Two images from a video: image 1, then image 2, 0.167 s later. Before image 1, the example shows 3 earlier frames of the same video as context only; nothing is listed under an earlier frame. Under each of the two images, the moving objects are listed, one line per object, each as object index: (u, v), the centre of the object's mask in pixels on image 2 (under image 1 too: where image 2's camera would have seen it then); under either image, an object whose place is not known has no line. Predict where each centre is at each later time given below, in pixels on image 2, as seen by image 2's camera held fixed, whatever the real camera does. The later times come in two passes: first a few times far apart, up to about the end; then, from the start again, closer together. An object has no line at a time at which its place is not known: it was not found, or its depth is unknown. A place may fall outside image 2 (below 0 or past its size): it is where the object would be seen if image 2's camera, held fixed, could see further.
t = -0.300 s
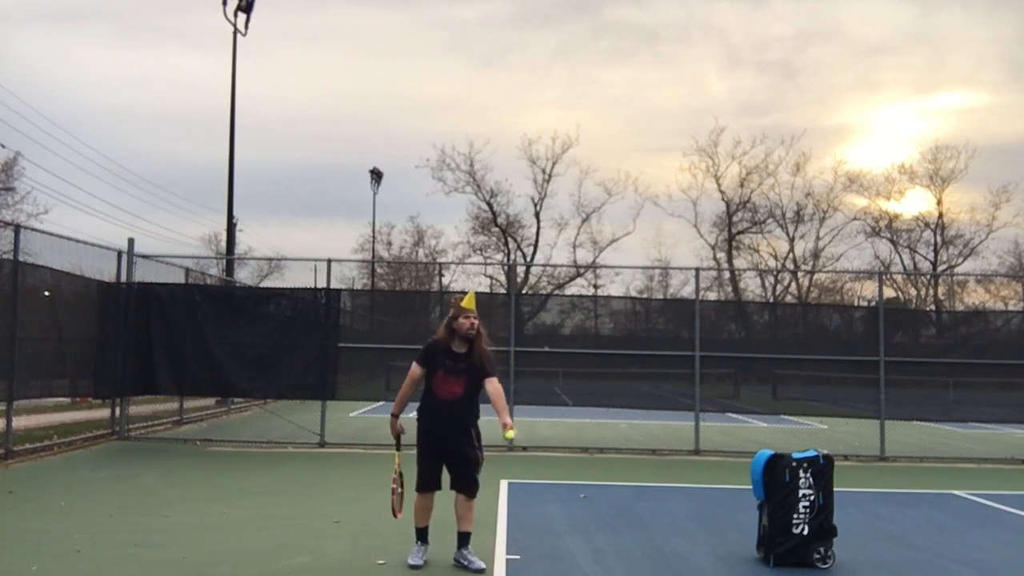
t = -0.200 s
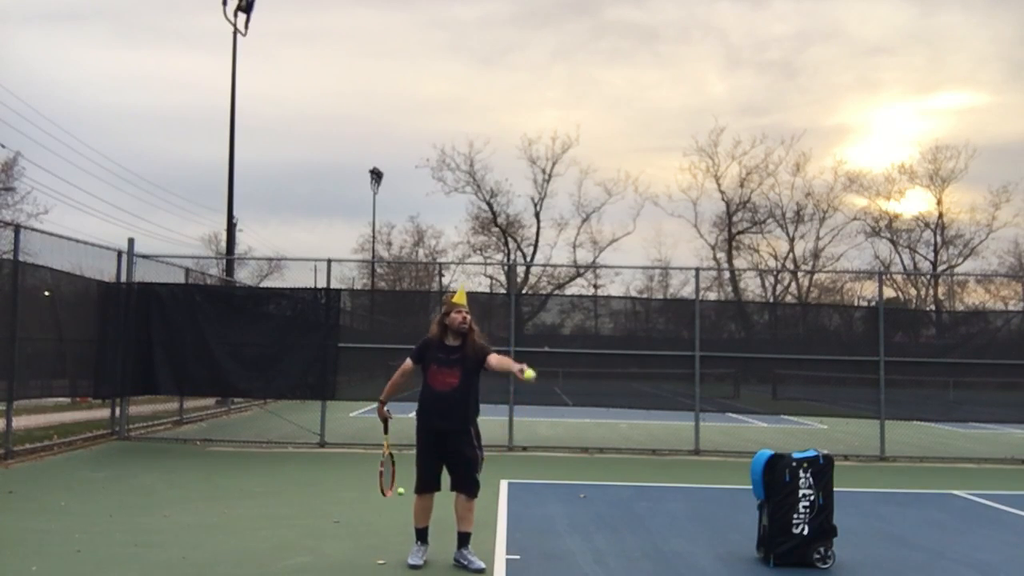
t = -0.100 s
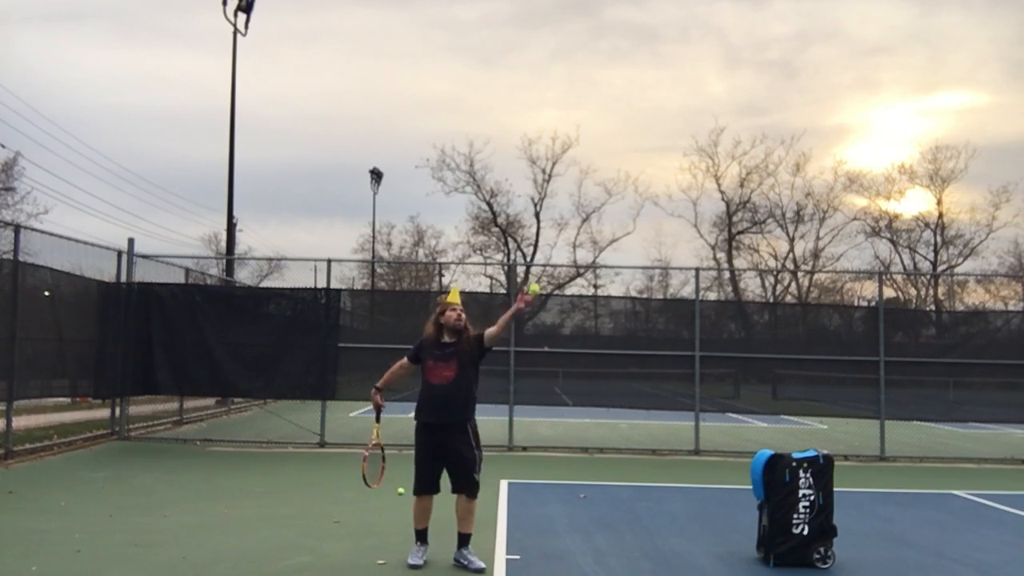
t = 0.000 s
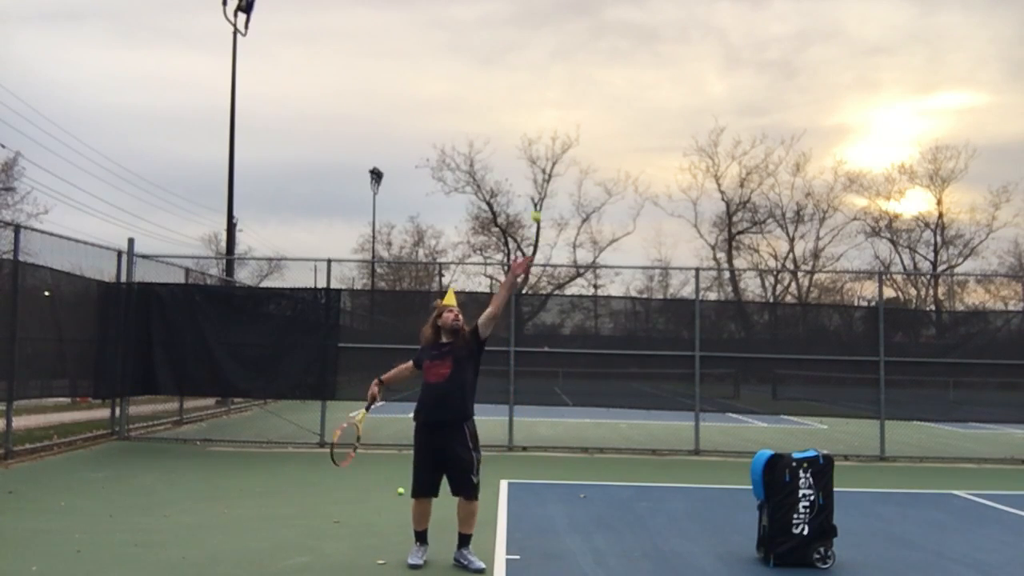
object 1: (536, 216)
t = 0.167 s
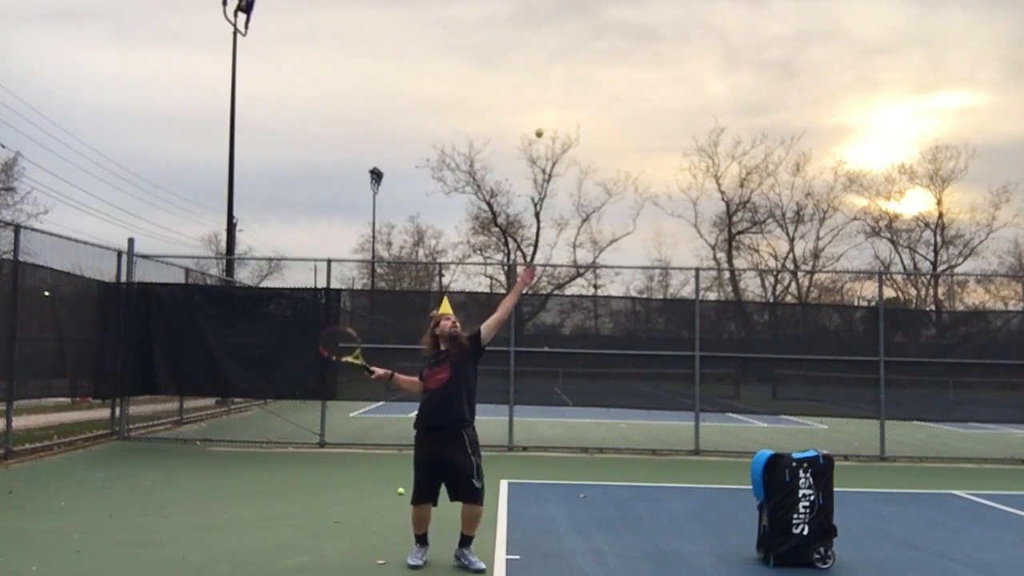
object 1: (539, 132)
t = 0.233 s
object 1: (540, 110)
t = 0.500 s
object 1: (542, 86)
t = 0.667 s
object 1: (542, 120)
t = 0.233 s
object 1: (540, 110)
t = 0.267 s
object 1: (540, 102)
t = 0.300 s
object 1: (541, 95)
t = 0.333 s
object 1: (541, 90)
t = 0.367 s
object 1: (541, 86)
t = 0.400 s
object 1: (541, 84)
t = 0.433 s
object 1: (541, 83)
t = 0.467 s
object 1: (542, 84)
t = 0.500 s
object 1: (542, 86)
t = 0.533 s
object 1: (542, 90)
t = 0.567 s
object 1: (542, 96)
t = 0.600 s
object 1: (542, 102)
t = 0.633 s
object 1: (542, 111)
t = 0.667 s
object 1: (542, 120)
